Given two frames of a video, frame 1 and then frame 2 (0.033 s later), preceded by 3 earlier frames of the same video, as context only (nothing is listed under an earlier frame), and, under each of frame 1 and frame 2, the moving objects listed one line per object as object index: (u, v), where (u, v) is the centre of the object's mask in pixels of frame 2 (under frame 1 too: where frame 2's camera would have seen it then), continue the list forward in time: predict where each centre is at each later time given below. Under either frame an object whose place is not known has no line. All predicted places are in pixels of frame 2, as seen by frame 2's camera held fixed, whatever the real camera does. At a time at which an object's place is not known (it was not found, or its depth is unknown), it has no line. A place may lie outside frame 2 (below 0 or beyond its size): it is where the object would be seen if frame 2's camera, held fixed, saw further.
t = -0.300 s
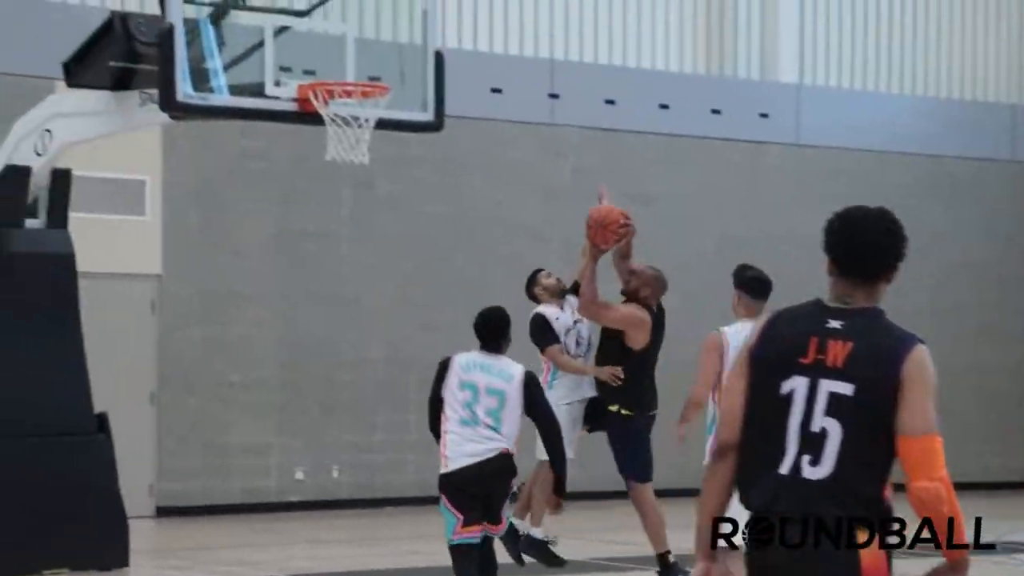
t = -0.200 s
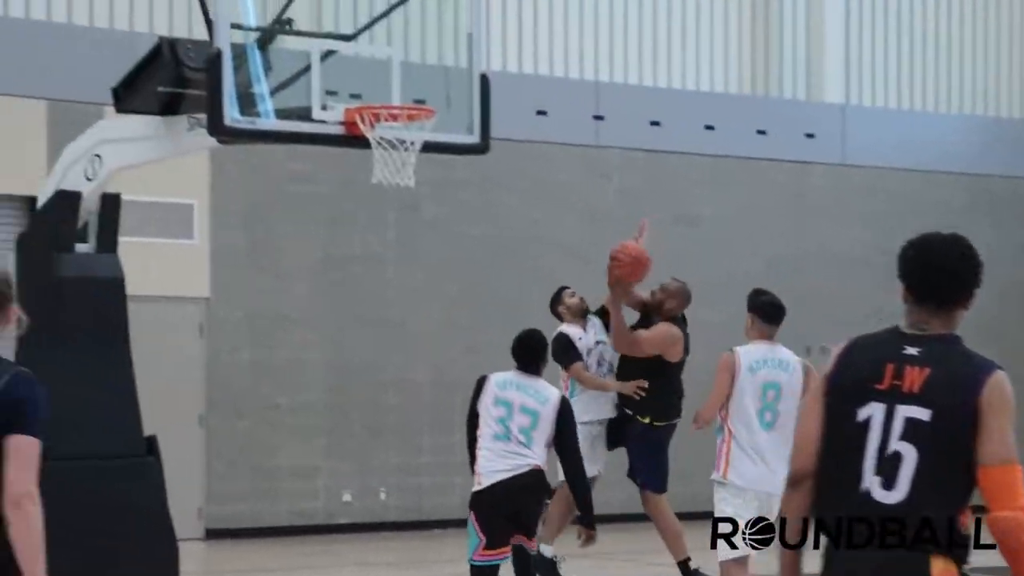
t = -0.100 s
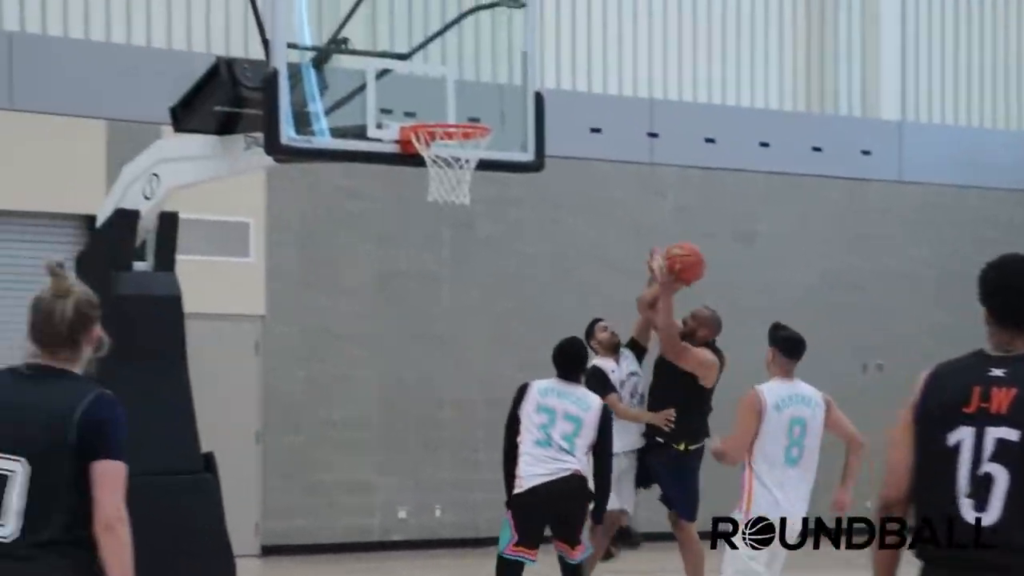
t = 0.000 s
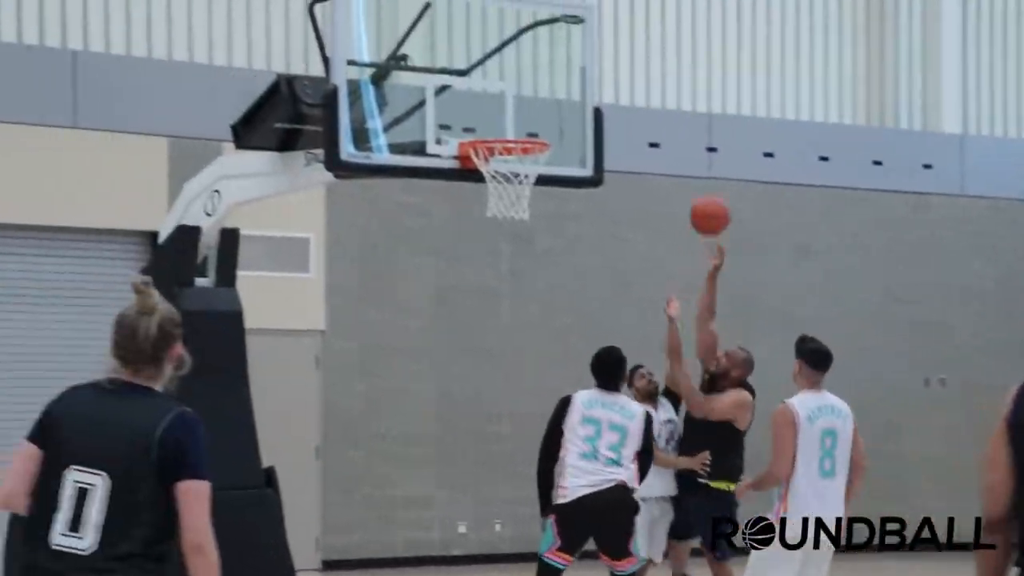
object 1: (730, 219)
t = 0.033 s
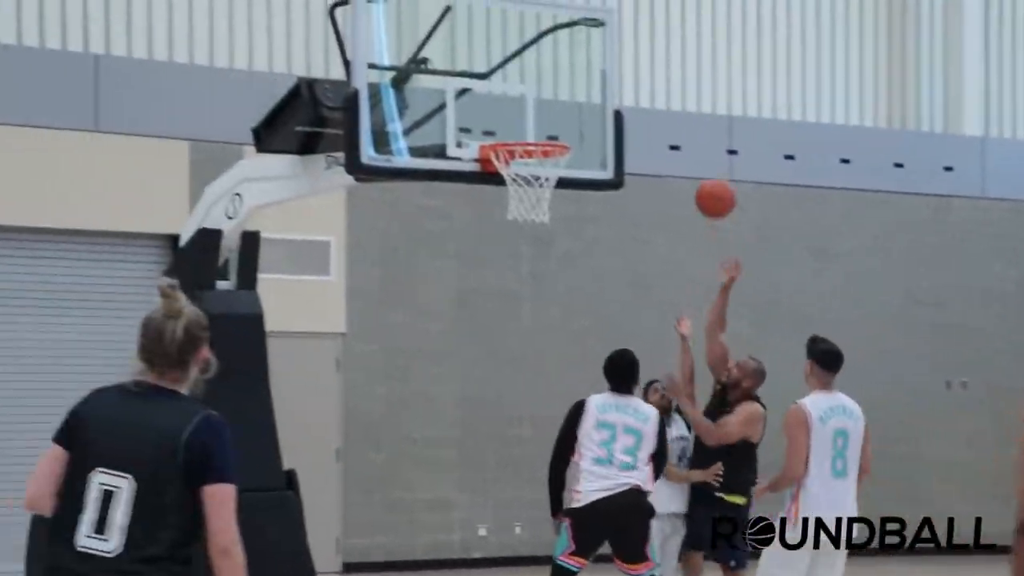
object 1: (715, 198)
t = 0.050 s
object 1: (707, 190)
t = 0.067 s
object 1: (699, 180)
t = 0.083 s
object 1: (692, 171)
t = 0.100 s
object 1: (684, 163)
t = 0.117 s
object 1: (677, 156)
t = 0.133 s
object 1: (669, 149)
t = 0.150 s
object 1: (660, 142)
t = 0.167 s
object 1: (652, 136)
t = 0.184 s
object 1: (644, 131)
